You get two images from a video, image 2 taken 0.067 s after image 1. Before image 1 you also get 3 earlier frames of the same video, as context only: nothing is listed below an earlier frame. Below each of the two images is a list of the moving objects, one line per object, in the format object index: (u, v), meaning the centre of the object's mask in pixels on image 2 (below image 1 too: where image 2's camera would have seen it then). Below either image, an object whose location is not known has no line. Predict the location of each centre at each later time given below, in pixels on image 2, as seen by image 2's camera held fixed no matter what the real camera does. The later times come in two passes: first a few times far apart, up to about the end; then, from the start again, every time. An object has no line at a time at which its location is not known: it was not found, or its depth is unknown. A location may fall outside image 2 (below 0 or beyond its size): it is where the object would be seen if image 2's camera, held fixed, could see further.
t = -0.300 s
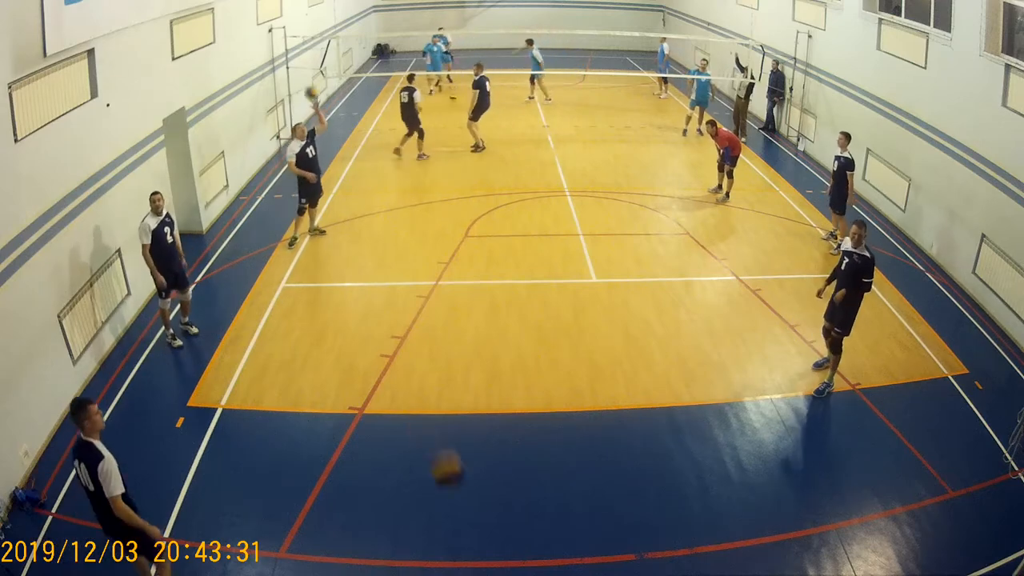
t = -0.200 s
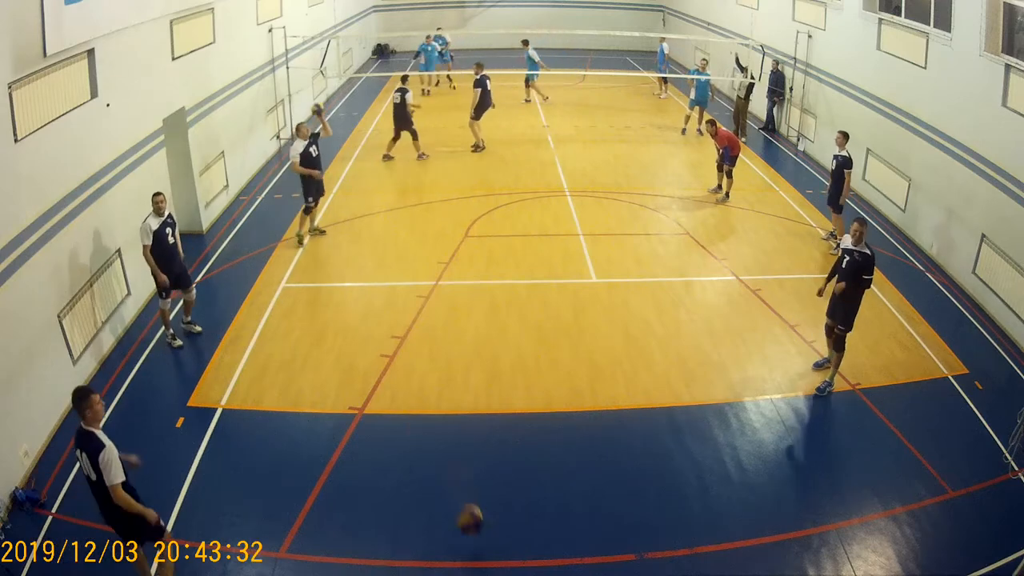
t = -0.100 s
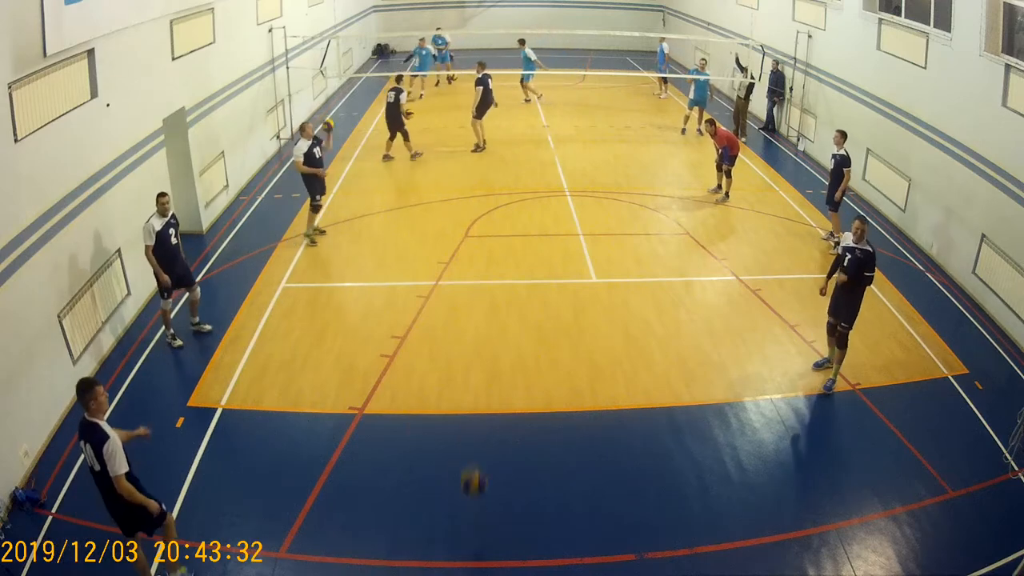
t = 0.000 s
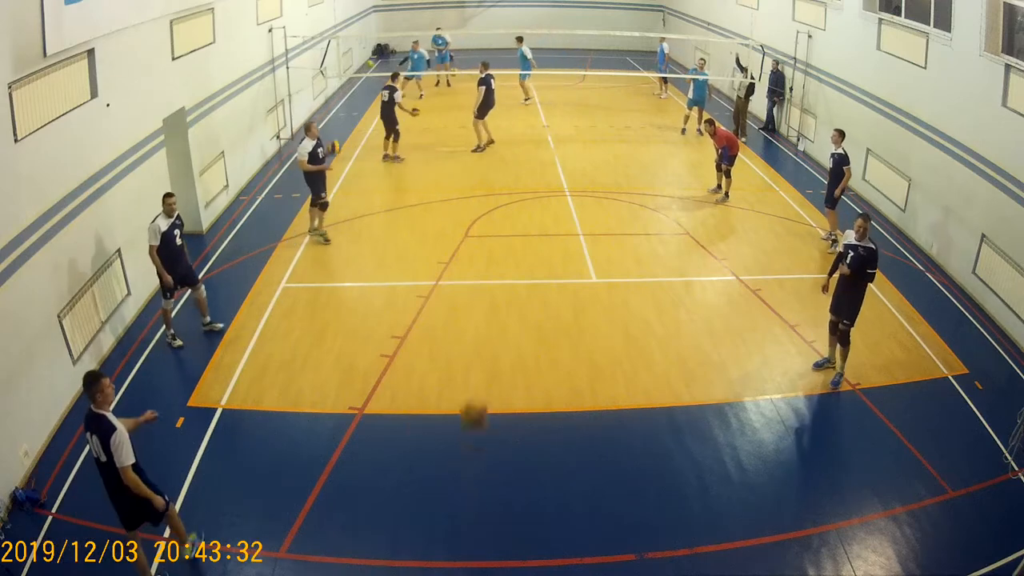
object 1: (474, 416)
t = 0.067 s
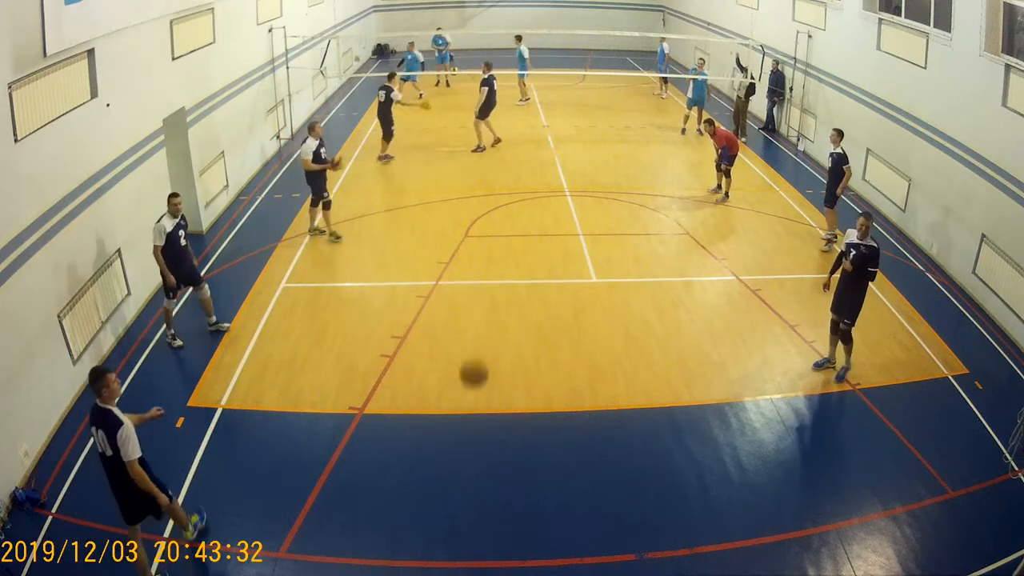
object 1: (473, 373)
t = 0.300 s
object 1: (475, 257)
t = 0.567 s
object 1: (480, 211)
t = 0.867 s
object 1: (486, 264)
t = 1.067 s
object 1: (490, 337)
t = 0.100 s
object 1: (473, 353)
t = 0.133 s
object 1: (473, 333)
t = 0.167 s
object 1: (474, 315)
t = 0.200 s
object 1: (474, 298)
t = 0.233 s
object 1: (474, 283)
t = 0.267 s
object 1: (475, 269)
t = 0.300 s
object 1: (475, 257)
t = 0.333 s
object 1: (475, 246)
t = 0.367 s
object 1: (476, 236)
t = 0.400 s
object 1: (476, 229)
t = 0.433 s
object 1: (477, 223)
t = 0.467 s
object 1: (477, 218)
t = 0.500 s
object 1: (478, 214)
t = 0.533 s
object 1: (479, 212)
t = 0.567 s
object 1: (480, 211)
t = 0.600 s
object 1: (480, 212)
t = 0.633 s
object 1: (481, 214)
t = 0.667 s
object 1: (482, 217)
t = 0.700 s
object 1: (483, 222)
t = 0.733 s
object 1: (483, 227)
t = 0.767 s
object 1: (484, 235)
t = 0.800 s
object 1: (485, 244)
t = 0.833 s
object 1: (485, 252)
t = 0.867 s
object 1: (486, 264)
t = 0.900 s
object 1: (487, 273)
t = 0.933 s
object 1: (487, 285)
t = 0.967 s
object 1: (488, 297)
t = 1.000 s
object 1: (489, 310)
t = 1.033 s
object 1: (490, 323)
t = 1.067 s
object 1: (490, 337)
